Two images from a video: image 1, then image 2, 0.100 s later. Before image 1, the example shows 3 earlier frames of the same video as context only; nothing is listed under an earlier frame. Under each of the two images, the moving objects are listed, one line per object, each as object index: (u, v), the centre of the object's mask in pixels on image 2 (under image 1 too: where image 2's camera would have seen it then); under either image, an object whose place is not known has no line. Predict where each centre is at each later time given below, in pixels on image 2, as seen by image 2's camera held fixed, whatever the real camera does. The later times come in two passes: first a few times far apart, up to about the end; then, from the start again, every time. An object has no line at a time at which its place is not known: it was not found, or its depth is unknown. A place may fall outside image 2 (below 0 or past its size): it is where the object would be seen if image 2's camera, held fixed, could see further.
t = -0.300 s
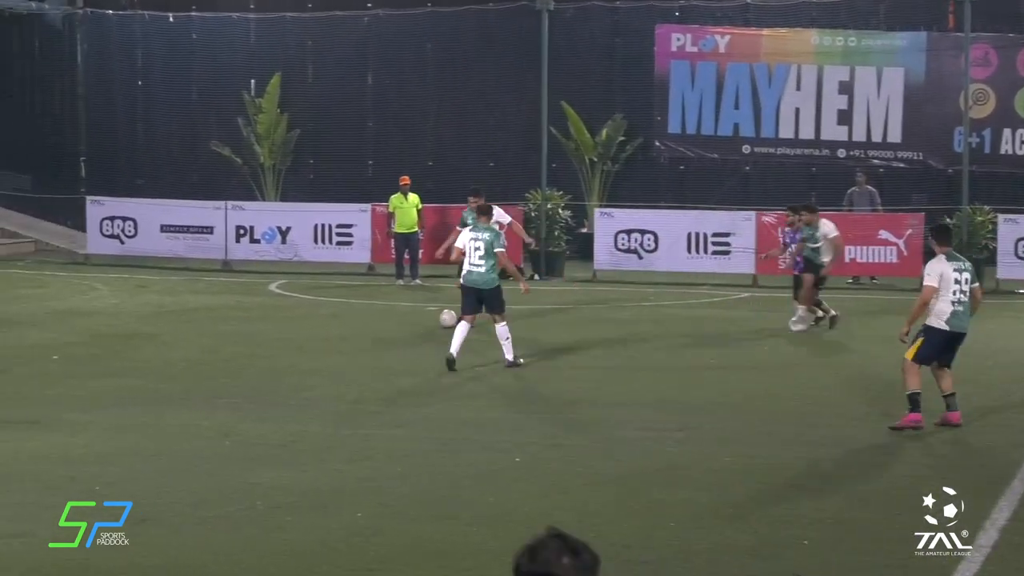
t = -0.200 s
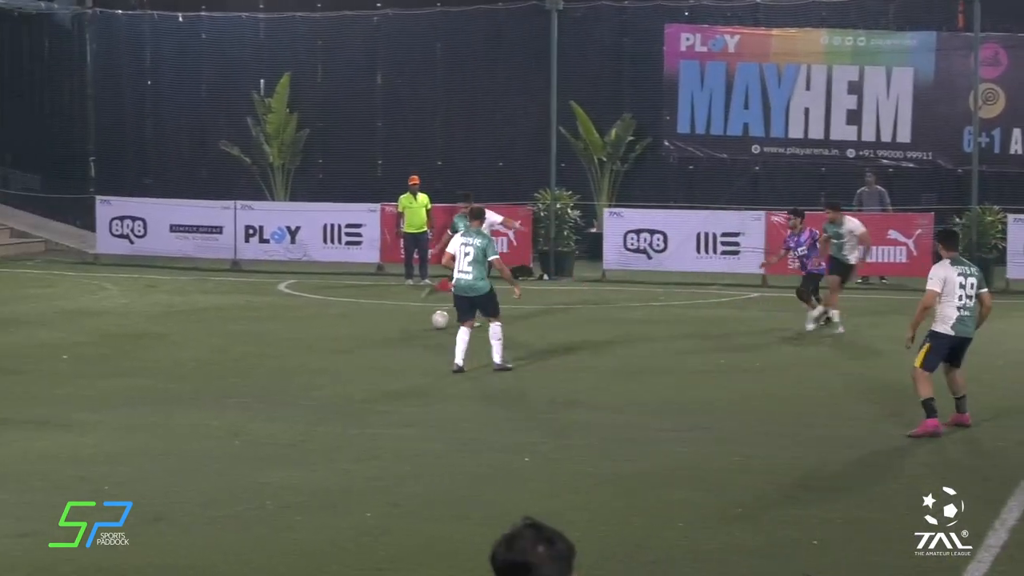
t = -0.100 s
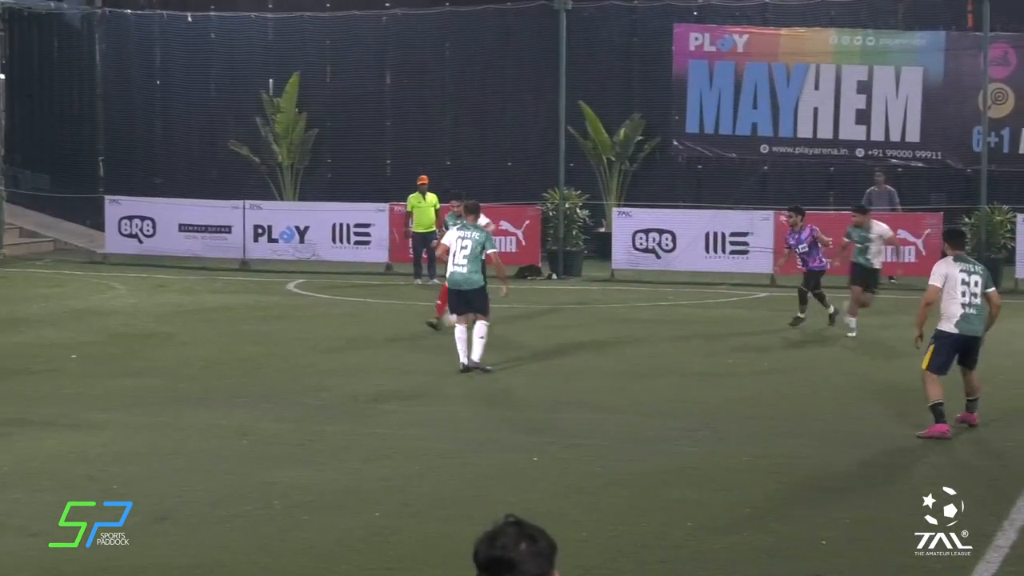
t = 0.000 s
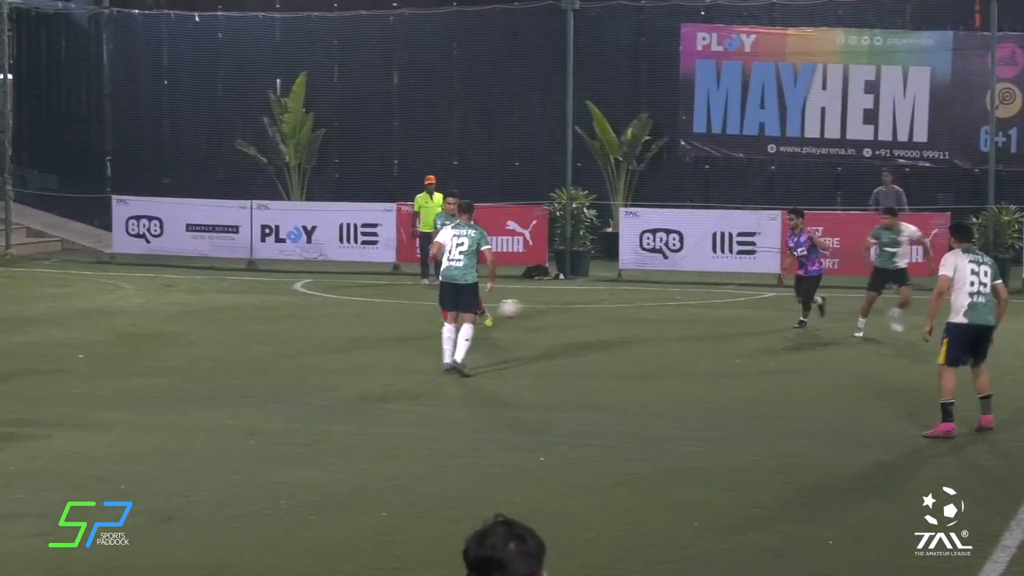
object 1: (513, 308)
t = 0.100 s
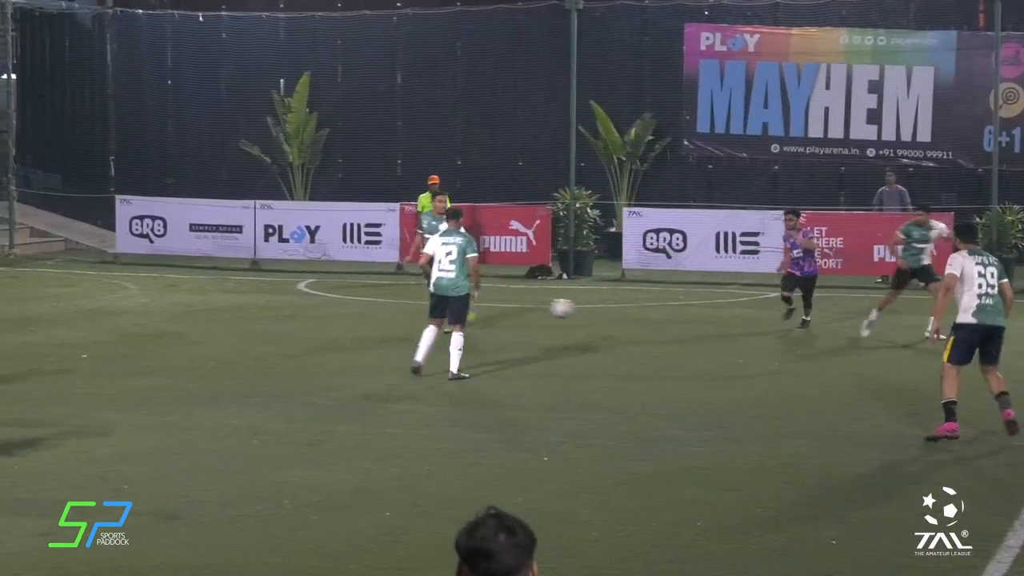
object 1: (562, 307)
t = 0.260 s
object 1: (643, 328)
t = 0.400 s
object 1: (712, 341)
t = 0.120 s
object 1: (571, 309)
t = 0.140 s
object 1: (581, 310)
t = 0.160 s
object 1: (592, 312)
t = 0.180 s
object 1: (602, 314)
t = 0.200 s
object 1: (611, 317)
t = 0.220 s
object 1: (623, 320)
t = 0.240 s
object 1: (632, 323)
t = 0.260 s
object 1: (643, 328)
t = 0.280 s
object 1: (653, 332)
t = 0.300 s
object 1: (665, 336)
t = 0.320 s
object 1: (676, 343)
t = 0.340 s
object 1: (687, 348)
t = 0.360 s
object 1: (695, 347)
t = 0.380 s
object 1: (703, 344)
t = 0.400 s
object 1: (712, 341)
